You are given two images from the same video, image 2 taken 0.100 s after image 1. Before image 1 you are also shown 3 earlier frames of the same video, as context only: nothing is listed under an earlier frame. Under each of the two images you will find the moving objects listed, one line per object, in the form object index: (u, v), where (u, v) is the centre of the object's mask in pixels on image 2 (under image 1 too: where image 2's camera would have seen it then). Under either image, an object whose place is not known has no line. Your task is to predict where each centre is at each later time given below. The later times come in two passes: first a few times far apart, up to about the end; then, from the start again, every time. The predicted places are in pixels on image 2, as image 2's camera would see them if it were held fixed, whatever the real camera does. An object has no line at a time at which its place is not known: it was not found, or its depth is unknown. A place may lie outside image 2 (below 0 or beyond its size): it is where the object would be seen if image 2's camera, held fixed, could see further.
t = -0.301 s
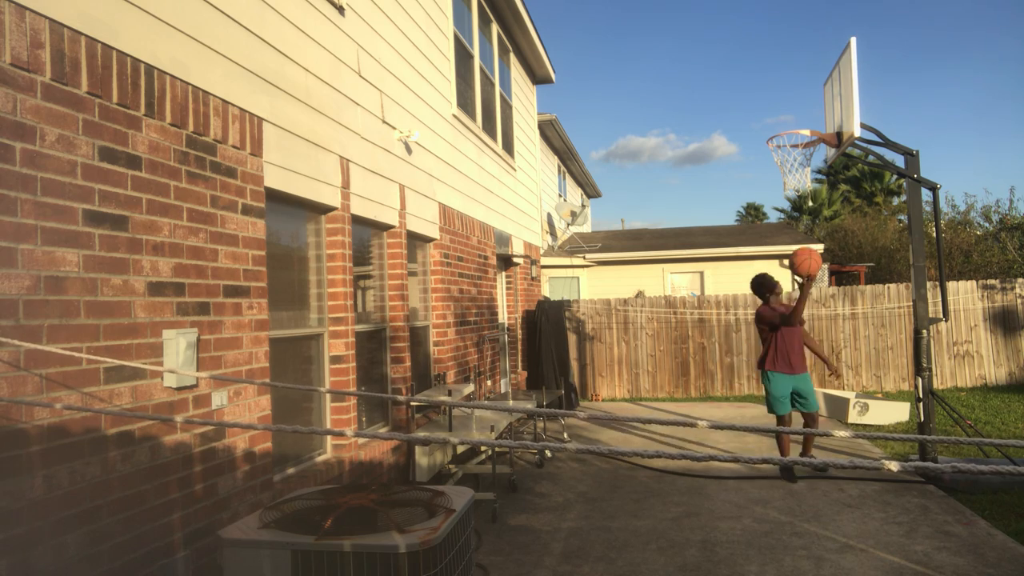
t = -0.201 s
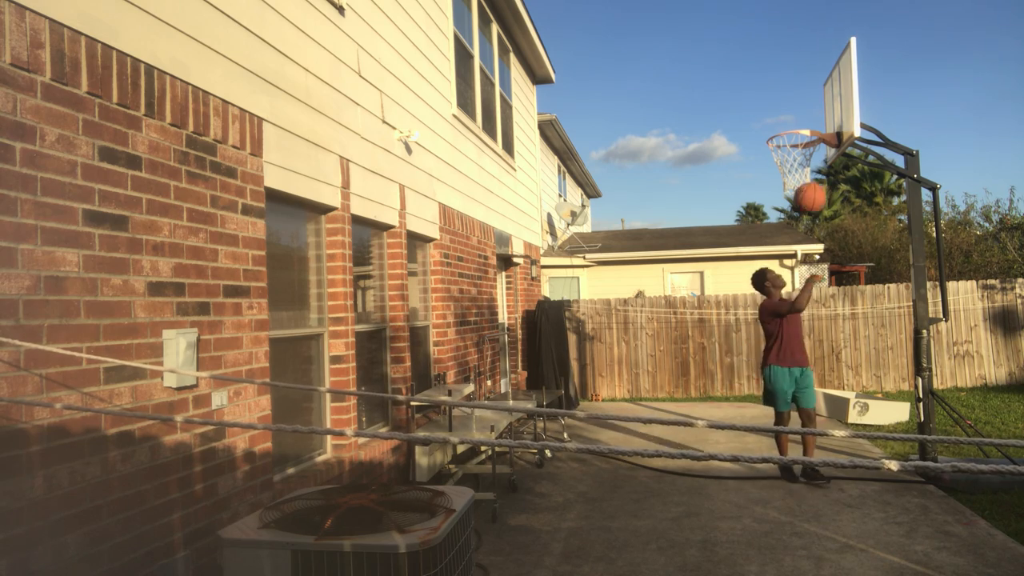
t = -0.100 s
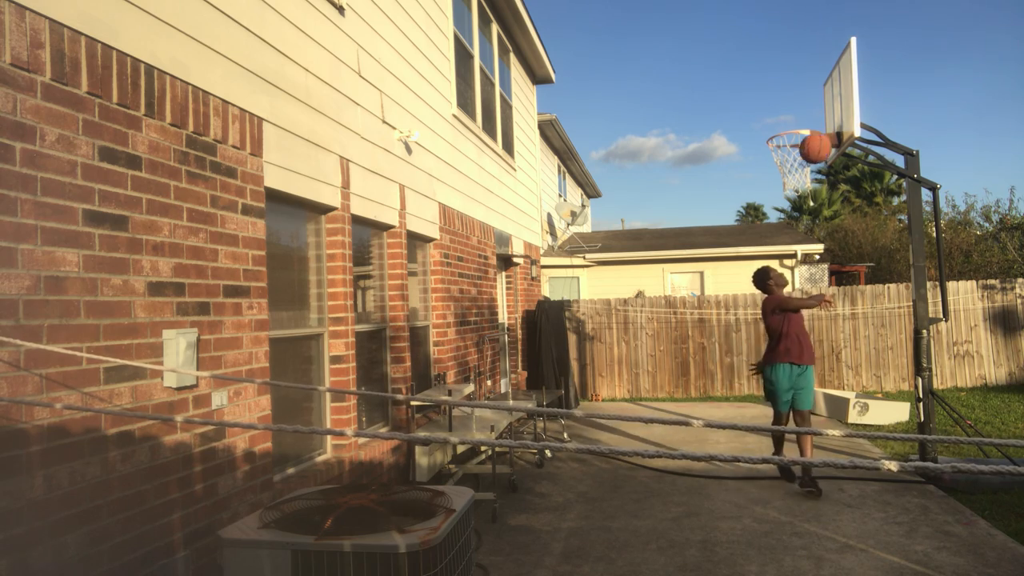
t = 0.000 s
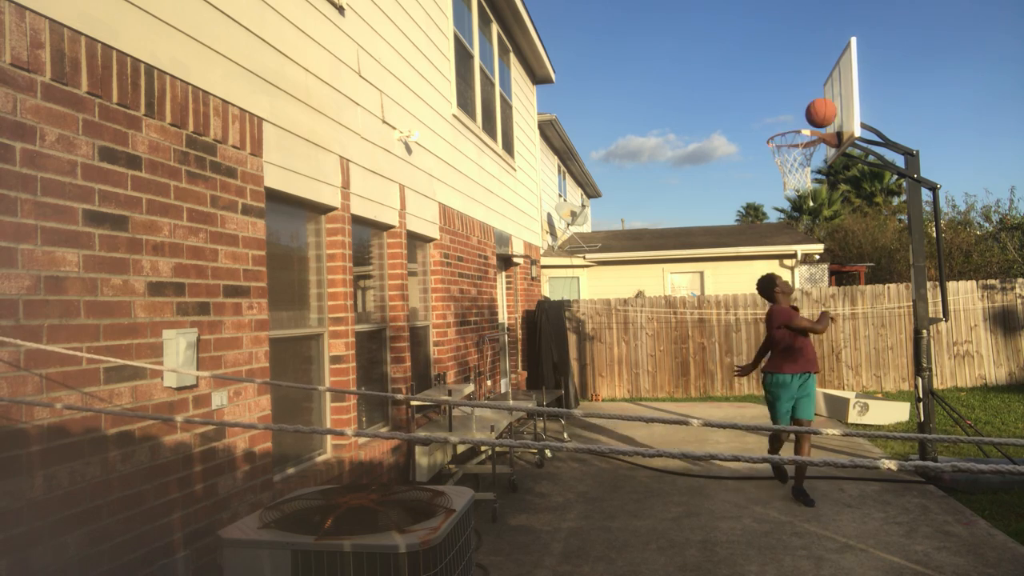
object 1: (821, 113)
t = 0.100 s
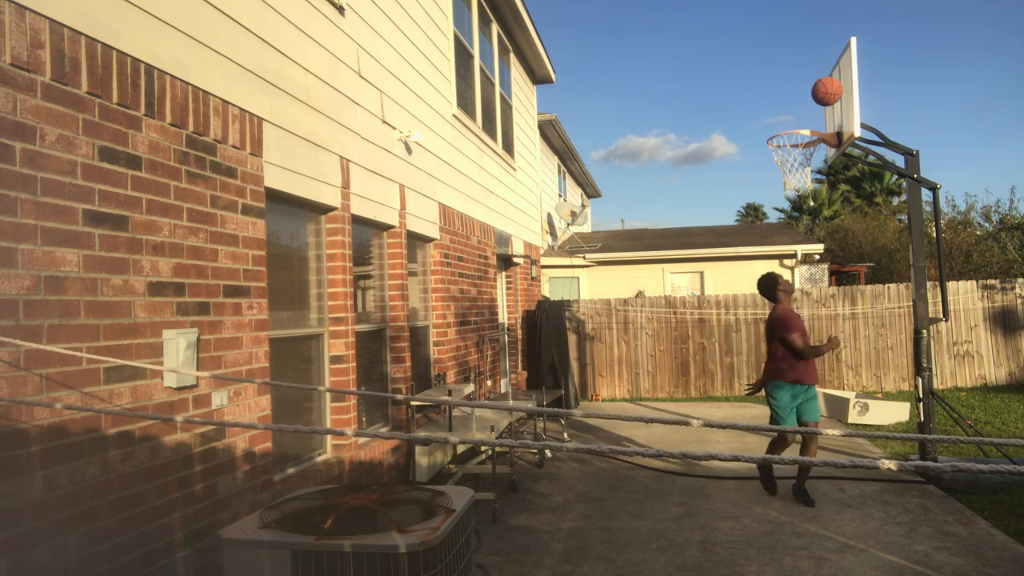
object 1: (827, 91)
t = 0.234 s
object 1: (829, 81)
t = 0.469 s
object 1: (817, 112)
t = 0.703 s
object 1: (830, 107)
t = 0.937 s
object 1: (835, 146)
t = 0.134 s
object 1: (829, 86)
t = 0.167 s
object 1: (831, 83)
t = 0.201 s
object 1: (831, 81)
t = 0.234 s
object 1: (829, 81)
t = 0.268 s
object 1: (827, 82)
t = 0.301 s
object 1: (825, 84)
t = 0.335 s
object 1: (823, 88)
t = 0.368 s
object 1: (821, 92)
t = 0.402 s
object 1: (820, 97)
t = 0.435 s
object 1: (818, 104)
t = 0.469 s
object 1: (817, 112)
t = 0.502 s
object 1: (817, 116)
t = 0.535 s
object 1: (819, 112)
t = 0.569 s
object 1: (821, 109)
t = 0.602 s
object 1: (823, 106)
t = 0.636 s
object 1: (825, 105)
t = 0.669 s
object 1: (827, 106)
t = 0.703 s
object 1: (830, 107)
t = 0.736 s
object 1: (832, 110)
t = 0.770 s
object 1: (834, 115)
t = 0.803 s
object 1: (834, 119)
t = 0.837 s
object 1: (834, 124)
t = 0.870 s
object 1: (834, 131)
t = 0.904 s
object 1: (835, 138)
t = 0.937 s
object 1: (835, 146)
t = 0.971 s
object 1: (835, 157)
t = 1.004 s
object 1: (835, 168)
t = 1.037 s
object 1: (835, 181)
